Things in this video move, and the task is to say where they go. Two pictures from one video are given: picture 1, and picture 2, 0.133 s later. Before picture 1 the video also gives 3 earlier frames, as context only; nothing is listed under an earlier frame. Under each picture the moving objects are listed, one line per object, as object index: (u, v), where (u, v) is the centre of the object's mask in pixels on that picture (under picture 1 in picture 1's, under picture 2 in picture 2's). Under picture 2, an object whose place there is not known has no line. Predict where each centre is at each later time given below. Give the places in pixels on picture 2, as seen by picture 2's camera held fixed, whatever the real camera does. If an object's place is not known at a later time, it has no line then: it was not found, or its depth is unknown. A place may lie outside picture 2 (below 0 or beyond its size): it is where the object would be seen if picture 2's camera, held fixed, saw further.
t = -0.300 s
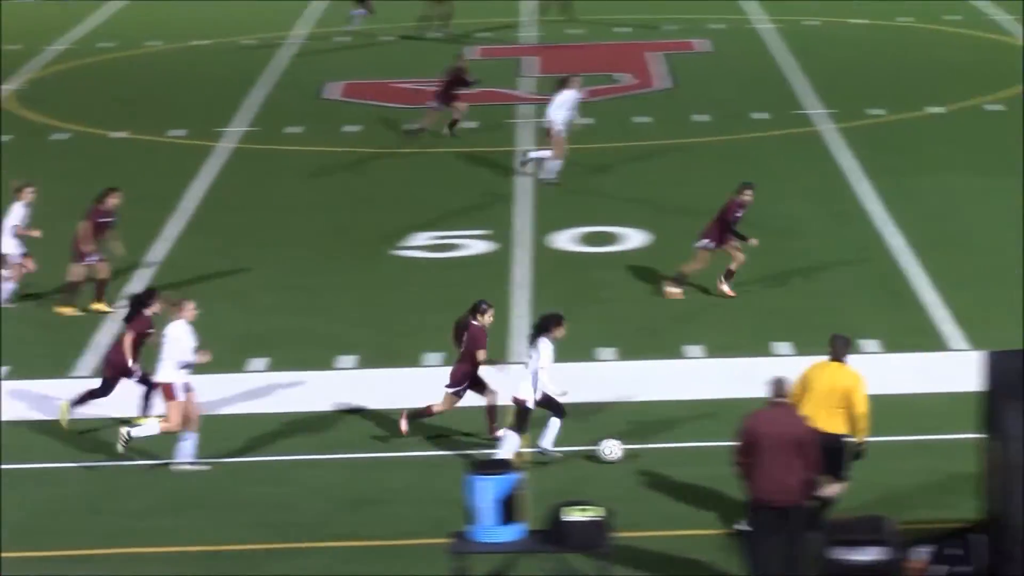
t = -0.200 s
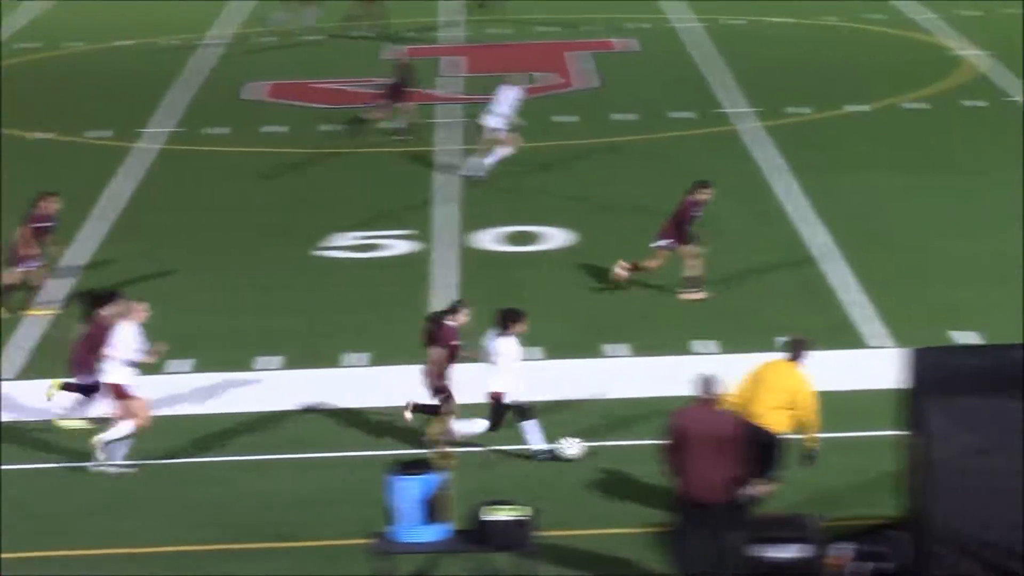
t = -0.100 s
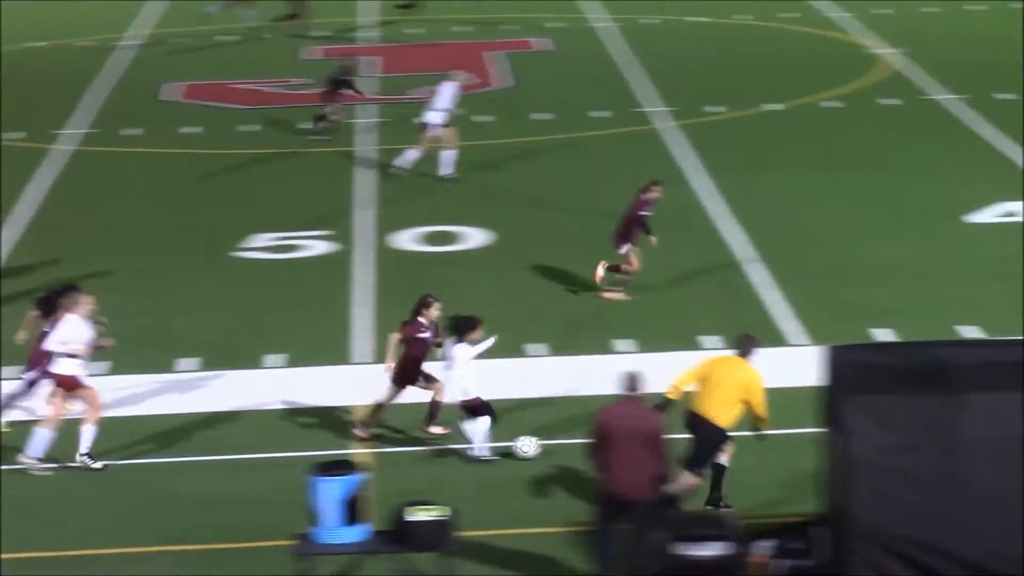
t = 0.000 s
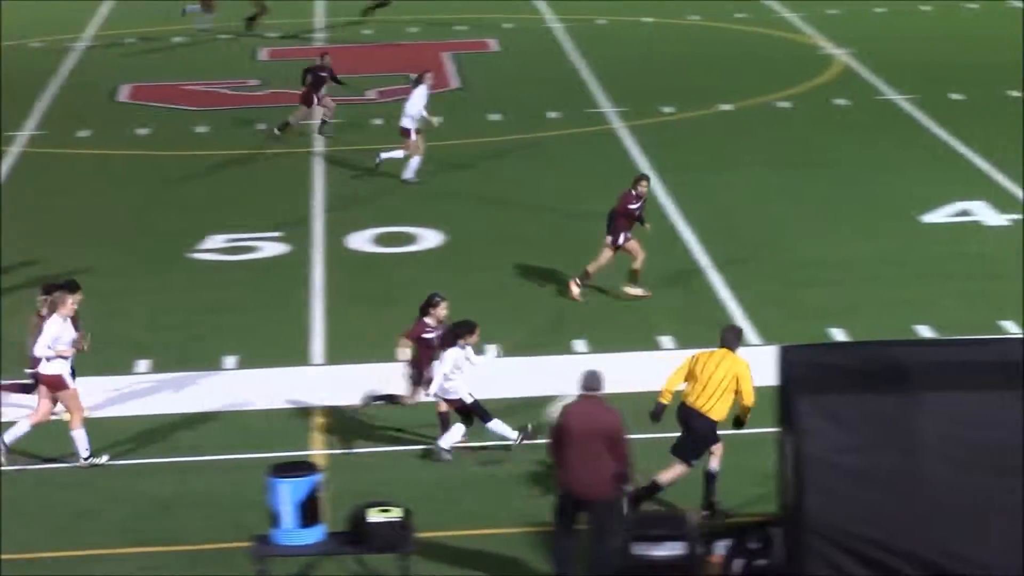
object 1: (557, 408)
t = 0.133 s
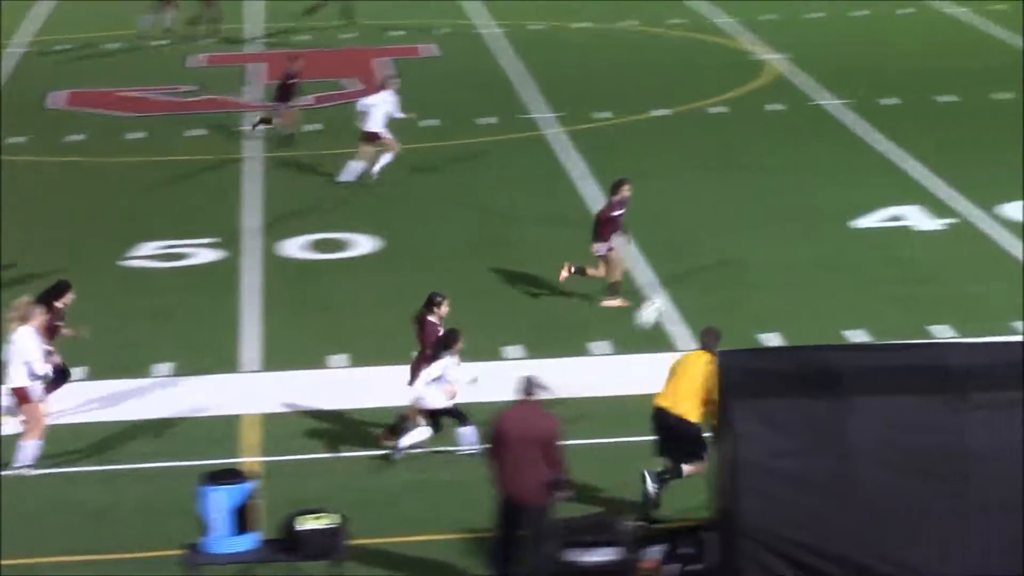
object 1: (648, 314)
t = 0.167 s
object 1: (685, 292)
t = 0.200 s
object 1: (719, 272)
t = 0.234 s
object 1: (752, 256)
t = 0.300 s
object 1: (818, 220)
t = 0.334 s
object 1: (848, 205)
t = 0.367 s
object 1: (880, 191)
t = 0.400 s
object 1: (909, 179)
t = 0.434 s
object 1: (938, 167)
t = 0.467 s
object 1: (967, 156)
